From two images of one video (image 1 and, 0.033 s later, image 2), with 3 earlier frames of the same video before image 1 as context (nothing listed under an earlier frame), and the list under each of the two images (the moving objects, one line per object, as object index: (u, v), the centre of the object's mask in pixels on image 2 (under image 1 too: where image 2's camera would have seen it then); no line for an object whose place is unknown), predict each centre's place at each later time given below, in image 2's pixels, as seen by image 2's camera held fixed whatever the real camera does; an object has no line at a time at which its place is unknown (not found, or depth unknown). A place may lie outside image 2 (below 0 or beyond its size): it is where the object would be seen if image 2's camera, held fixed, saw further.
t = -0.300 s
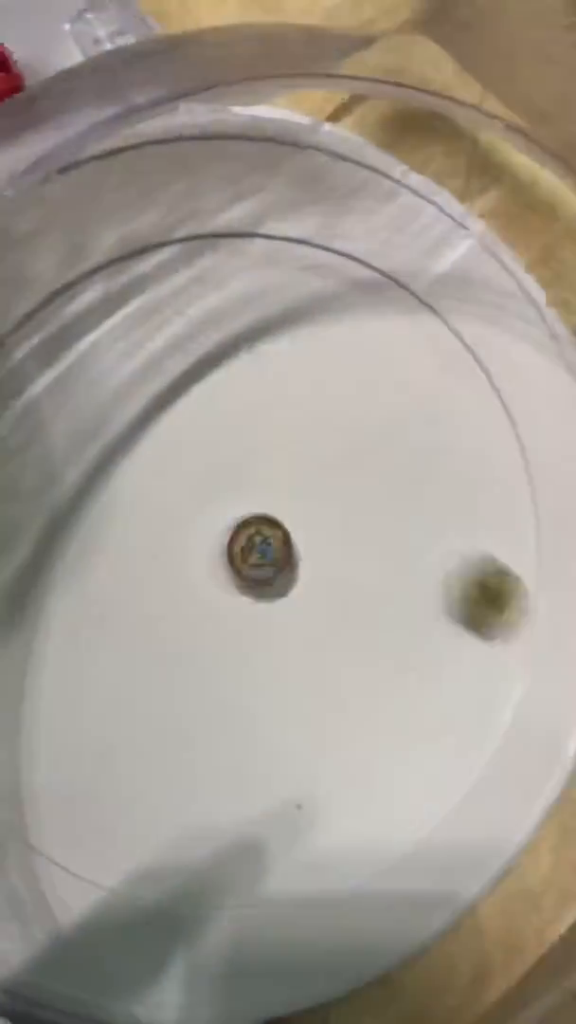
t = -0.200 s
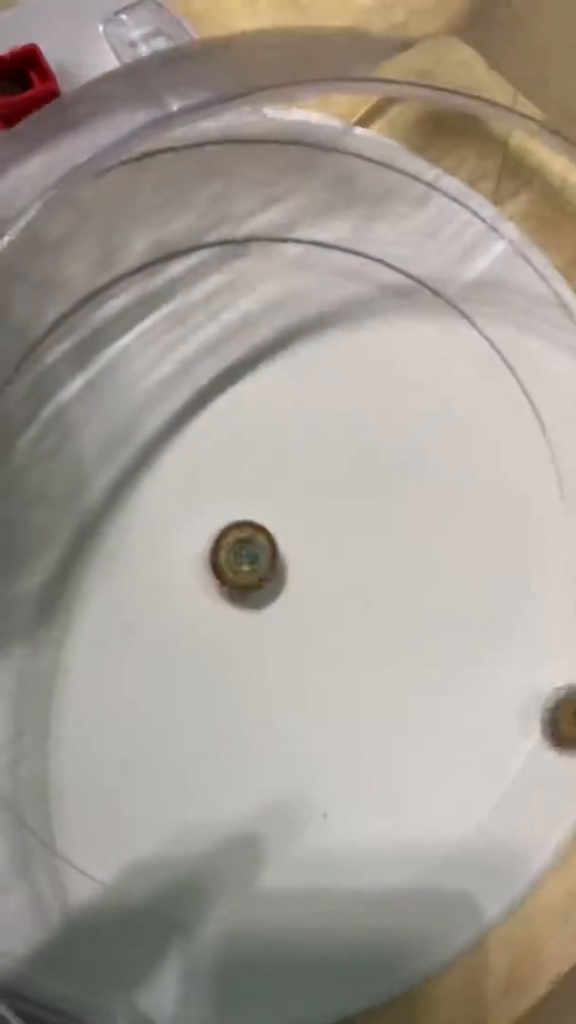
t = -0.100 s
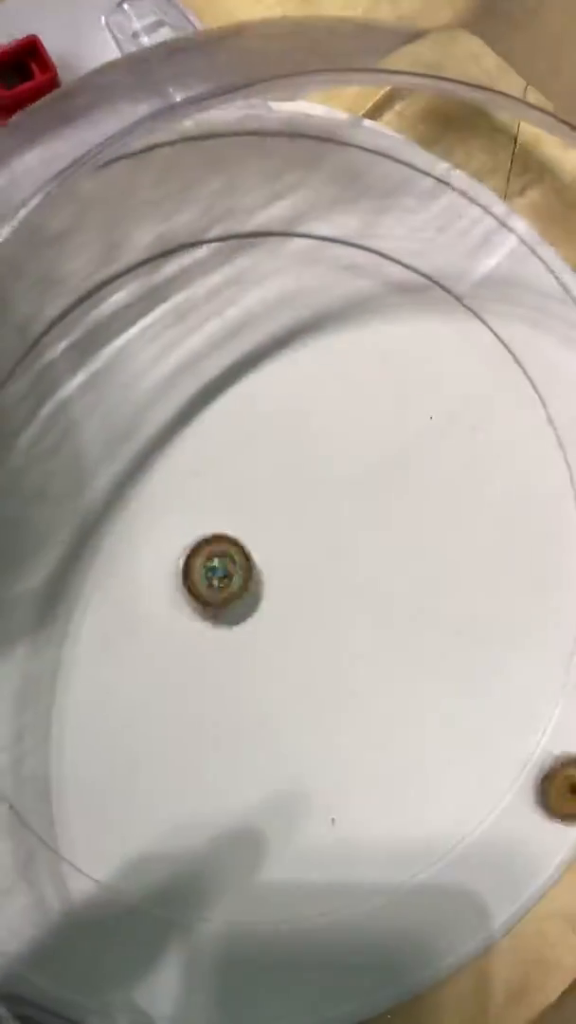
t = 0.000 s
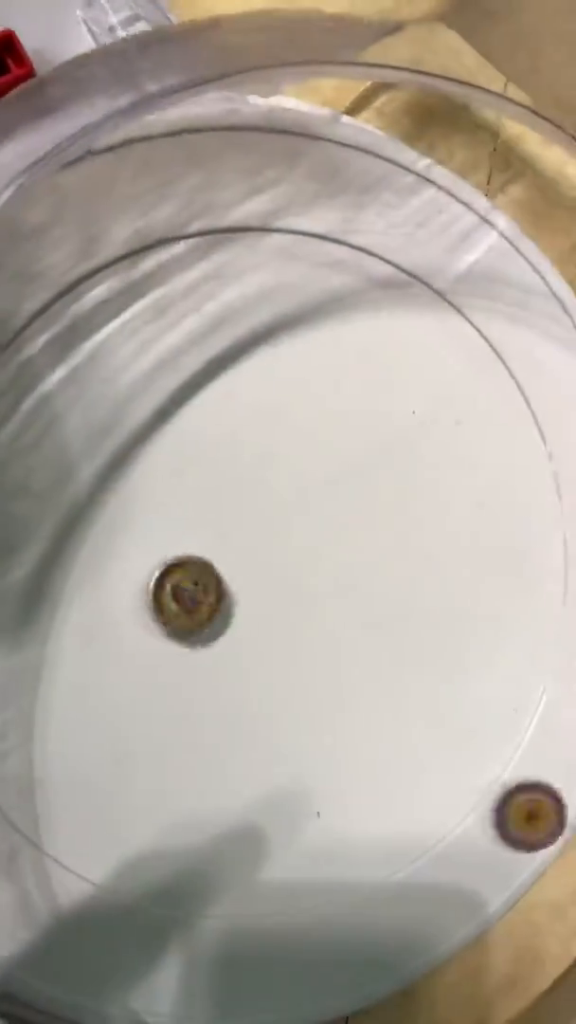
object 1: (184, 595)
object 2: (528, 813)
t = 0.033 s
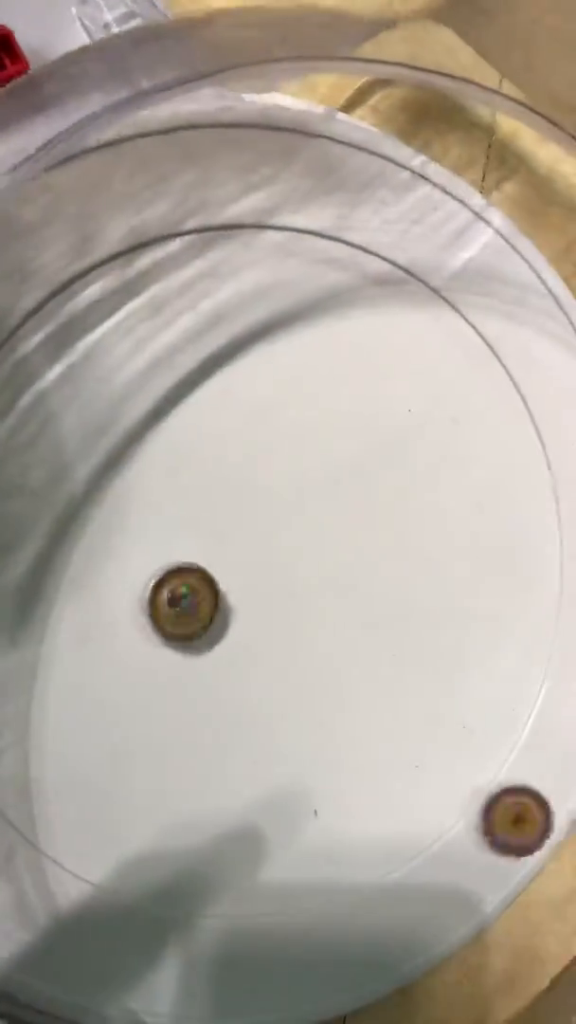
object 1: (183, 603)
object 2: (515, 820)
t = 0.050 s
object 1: (184, 605)
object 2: (509, 823)
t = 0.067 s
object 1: (188, 611)
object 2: (504, 824)
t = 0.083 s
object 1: (196, 618)
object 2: (498, 826)
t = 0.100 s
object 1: (196, 618)
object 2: (491, 827)
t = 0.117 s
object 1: (204, 623)
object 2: (485, 829)
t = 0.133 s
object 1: (206, 622)
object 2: (477, 830)
